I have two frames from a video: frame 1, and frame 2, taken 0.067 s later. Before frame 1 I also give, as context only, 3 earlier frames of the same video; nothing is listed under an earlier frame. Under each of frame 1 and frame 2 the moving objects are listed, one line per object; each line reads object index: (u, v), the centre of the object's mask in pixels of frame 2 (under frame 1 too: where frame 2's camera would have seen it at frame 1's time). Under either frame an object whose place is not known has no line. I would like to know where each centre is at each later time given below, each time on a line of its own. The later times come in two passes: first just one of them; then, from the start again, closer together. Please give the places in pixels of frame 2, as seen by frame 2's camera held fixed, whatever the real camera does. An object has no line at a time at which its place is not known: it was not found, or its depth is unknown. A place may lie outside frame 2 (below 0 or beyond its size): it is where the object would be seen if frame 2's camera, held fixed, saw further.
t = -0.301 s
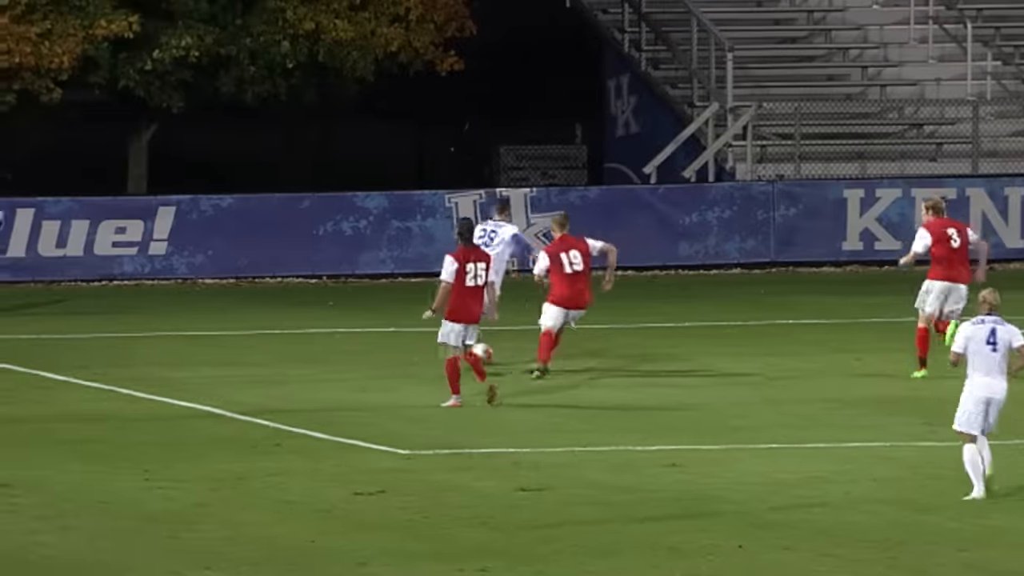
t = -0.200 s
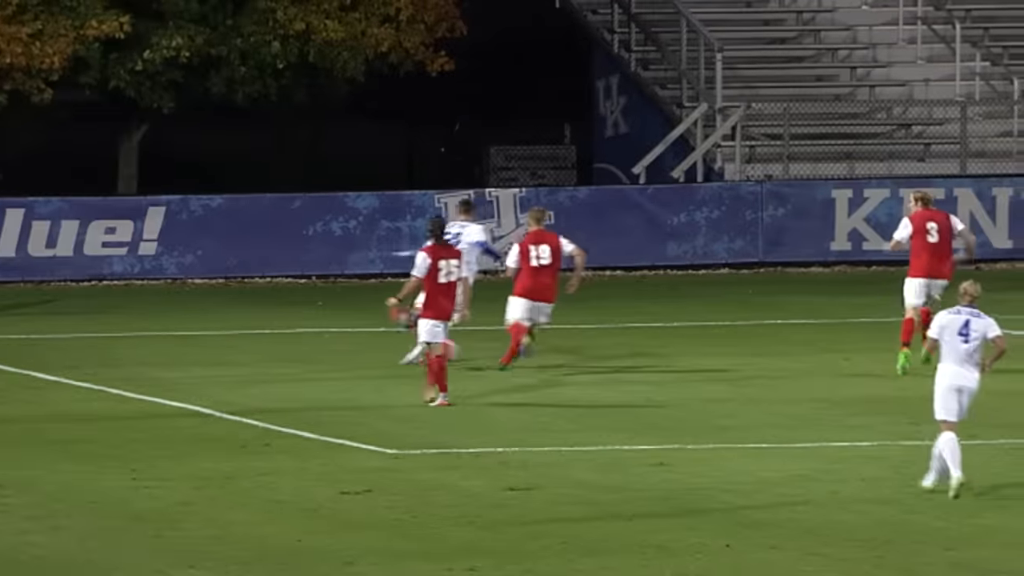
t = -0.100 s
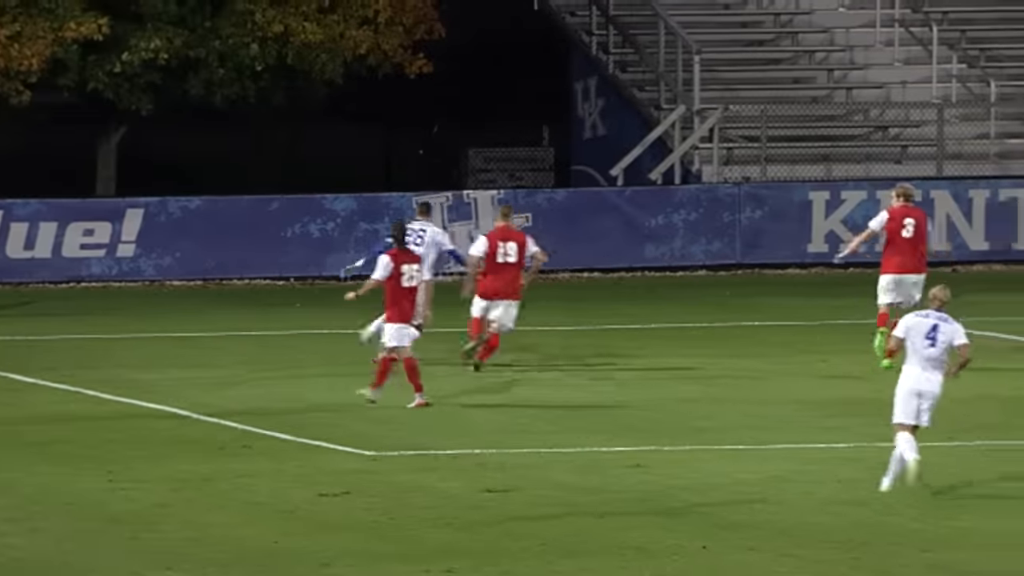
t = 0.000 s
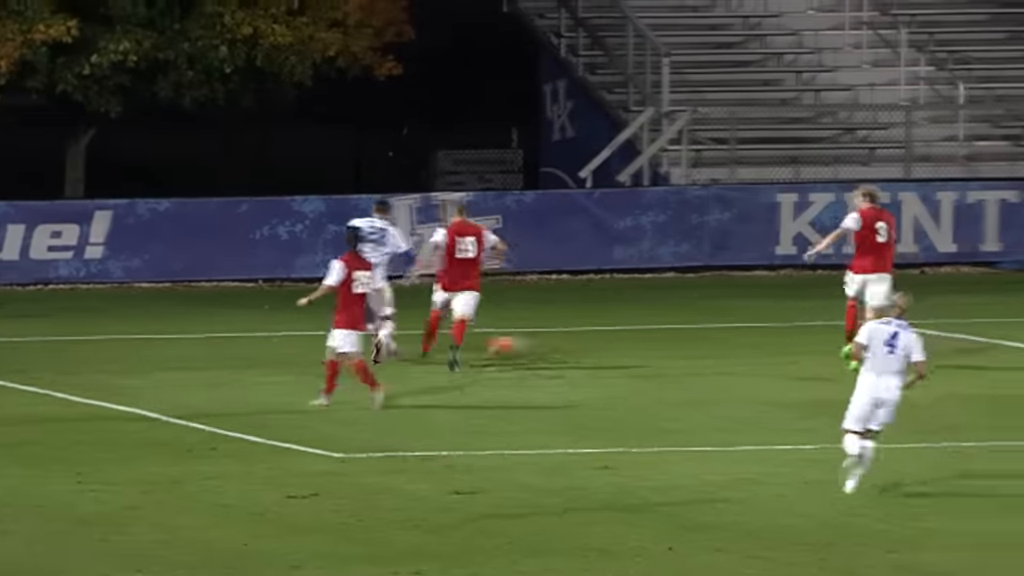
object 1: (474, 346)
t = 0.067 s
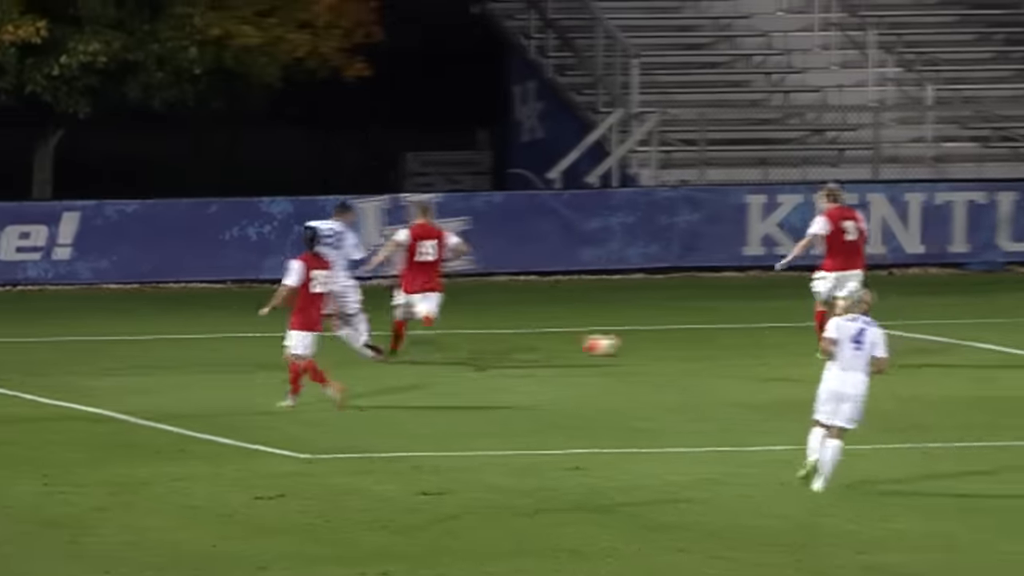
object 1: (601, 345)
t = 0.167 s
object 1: (777, 341)
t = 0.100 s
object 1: (662, 344)
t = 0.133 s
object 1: (720, 342)
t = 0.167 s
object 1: (777, 341)
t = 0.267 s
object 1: (939, 335)
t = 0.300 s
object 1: (990, 334)
